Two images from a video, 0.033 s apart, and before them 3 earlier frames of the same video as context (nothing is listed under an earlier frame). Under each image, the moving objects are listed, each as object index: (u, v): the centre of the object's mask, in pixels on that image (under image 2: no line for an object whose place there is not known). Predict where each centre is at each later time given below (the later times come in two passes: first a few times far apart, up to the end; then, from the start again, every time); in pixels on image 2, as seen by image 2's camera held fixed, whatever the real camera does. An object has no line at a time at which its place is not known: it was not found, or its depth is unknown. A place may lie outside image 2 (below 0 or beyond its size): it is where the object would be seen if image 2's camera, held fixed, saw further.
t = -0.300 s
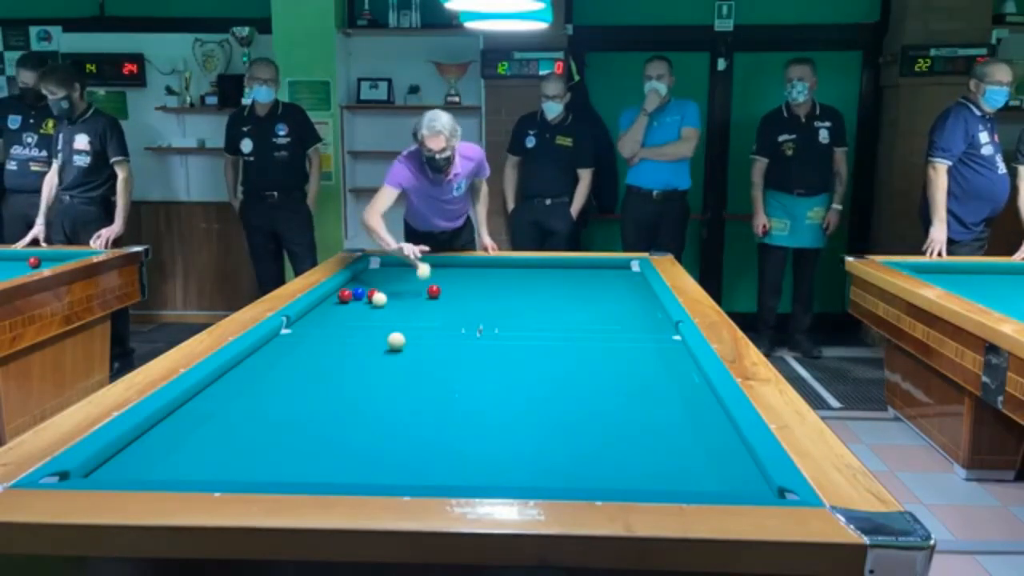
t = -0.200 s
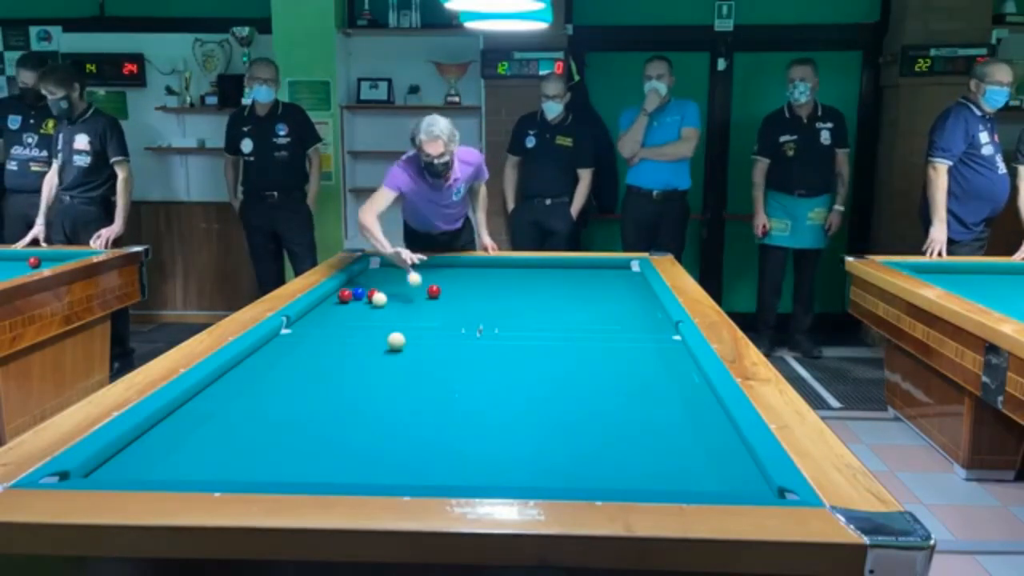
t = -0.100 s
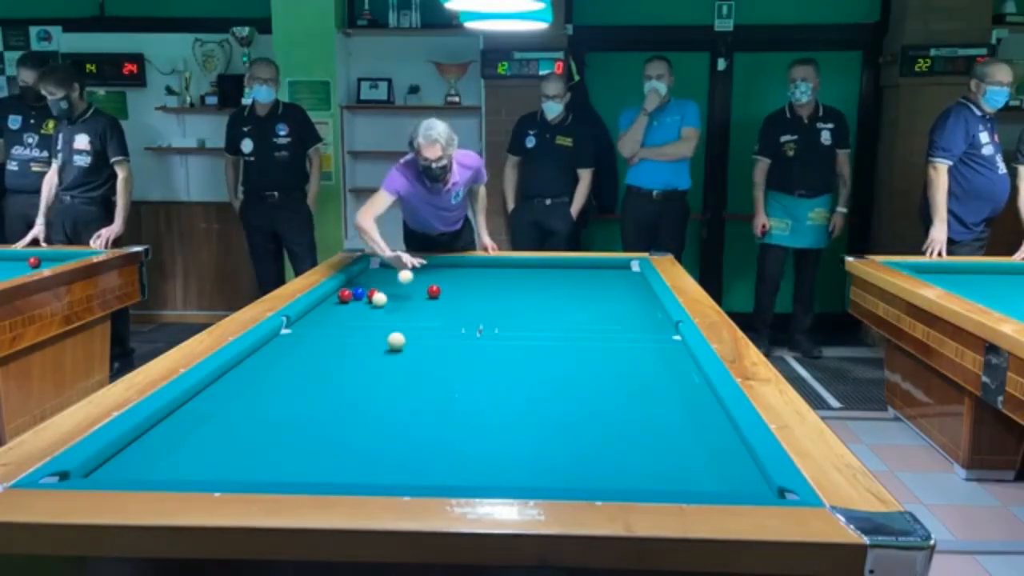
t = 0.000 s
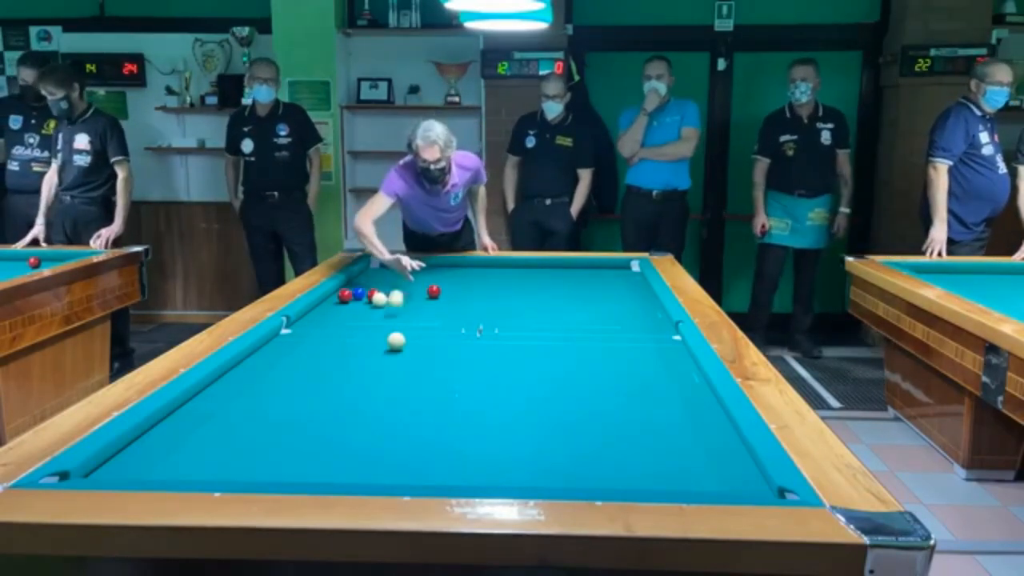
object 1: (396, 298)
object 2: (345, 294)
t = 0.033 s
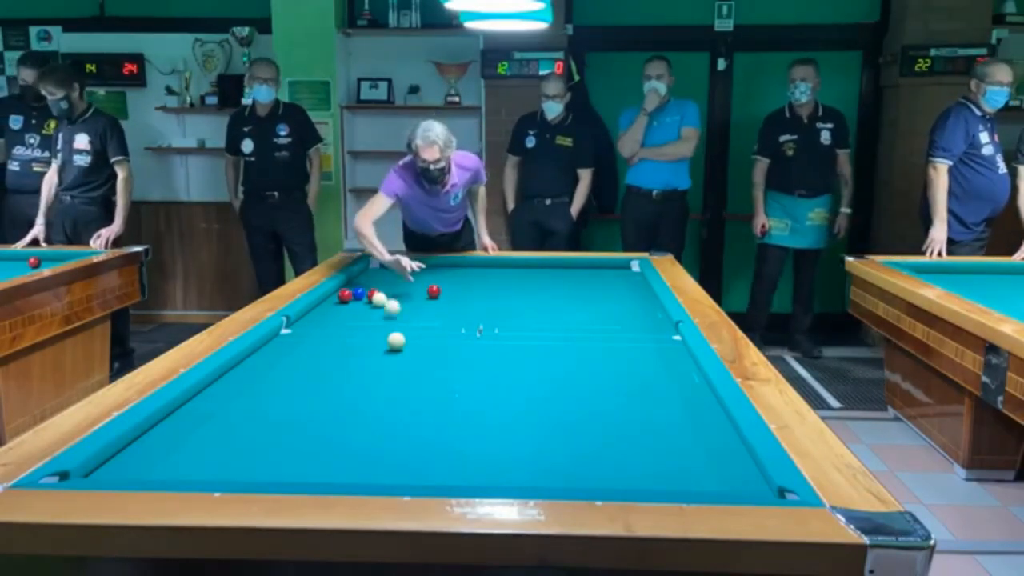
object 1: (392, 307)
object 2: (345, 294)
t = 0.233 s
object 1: (374, 322)
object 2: (345, 294)
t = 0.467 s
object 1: (351, 337)
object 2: (345, 294)
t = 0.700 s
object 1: (322, 361)
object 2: (345, 294)
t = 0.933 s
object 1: (288, 387)
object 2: (345, 294)
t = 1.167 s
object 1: (246, 419)
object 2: (345, 294)
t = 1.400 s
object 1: (195, 458)
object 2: (345, 294)
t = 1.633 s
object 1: (174, 466)
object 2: (345, 294)
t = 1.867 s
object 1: (198, 441)
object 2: (345, 294)
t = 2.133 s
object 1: (219, 416)
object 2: (345, 294)
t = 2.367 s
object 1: (235, 397)
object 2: (345, 294)
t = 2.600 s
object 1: (249, 381)
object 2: (345, 294)
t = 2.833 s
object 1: (261, 367)
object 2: (345, 294)
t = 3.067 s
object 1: (272, 354)
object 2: (345, 294)
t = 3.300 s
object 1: (282, 344)
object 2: (345, 294)
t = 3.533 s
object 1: (290, 334)
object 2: (345, 294)
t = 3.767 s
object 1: (298, 325)
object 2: (345, 294)
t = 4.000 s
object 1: (305, 317)
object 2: (345, 294)
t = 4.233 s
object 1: (313, 310)
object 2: (345, 294)
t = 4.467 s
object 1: (323, 304)
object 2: (345, 294)
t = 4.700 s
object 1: (332, 298)
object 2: (346, 294)
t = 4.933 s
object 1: (334, 296)
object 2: (351, 294)
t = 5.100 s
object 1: (338, 294)
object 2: (354, 293)
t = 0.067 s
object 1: (390, 302)
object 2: (345, 294)
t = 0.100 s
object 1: (387, 300)
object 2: (345, 294)
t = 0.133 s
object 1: (383, 301)
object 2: (345, 294)
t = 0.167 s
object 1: (381, 306)
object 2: (345, 294)
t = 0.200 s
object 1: (377, 312)
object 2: (345, 294)
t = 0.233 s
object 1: (374, 322)
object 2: (345, 294)
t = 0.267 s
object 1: (370, 319)
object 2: (345, 294)
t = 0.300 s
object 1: (368, 319)
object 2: (345, 294)
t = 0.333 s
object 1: (365, 322)
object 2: (345, 294)
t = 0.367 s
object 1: (362, 328)
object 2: (345, 294)
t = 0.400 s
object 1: (358, 334)
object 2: (345, 294)
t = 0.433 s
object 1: (354, 333)
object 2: (345, 294)
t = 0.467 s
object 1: (351, 337)
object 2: (345, 294)
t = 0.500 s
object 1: (347, 342)
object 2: (345, 294)
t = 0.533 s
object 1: (343, 344)
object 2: (345, 294)
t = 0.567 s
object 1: (339, 348)
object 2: (345, 294)
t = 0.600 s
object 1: (335, 351)
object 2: (345, 294)
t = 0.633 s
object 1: (331, 355)
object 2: (345, 294)
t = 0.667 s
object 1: (327, 358)
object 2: (345, 294)
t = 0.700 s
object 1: (322, 361)
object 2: (345, 294)
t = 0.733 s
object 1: (318, 365)
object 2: (345, 294)
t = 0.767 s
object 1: (313, 368)
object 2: (345, 294)
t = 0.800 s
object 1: (309, 372)
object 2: (345, 294)
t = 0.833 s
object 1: (304, 376)
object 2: (345, 294)
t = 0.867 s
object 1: (299, 380)
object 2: (345, 294)
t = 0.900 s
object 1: (294, 383)
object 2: (345, 294)
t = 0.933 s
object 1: (288, 387)
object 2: (345, 294)
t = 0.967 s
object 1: (283, 391)
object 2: (345, 294)
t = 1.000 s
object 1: (277, 396)
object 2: (345, 294)
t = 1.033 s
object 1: (271, 401)
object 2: (345, 294)
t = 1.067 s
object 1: (265, 405)
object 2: (345, 294)
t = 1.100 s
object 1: (260, 409)
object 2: (345, 294)
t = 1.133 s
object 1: (253, 414)
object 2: (345, 294)
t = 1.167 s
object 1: (246, 419)
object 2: (345, 294)
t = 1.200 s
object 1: (240, 424)
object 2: (345, 294)
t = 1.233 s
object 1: (233, 429)
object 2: (345, 294)
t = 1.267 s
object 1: (225, 434)
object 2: (345, 294)
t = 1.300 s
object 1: (218, 440)
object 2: (345, 294)
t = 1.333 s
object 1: (211, 445)
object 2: (345, 294)
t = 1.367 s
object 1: (203, 451)
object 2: (345, 294)
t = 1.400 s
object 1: (195, 458)
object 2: (345, 294)
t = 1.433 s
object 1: (186, 464)
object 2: (345, 294)
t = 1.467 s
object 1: (178, 467)
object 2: (345, 294)
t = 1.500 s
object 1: (170, 472)
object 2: (345, 294)
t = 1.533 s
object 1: (161, 475)
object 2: (345, 294)
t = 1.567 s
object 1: (165, 472)
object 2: (345, 294)
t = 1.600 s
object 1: (169, 469)
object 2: (345, 294)
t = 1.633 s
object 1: (174, 466)
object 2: (345, 294)
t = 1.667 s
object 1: (178, 464)
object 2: (345, 294)
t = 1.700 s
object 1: (181, 459)
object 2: (345, 294)
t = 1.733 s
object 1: (185, 456)
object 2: (345, 294)
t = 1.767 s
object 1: (188, 452)
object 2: (345, 294)
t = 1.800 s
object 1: (192, 448)
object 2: (345, 294)
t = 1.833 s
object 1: (195, 445)
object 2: (345, 294)
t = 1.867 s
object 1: (198, 441)
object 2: (345, 294)
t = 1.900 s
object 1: (201, 437)
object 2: (345, 294)
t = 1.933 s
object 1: (203, 434)
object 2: (345, 294)
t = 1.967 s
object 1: (206, 431)
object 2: (345, 294)
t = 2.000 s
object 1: (209, 428)
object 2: (345, 294)
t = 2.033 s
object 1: (211, 425)
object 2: (345, 294)
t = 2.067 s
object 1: (214, 422)
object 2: (345, 294)
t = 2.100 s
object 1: (217, 419)
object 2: (345, 294)
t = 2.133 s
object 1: (219, 416)
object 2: (345, 294)
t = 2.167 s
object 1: (221, 413)
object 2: (345, 294)
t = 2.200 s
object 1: (224, 410)
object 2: (345, 294)
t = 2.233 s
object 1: (226, 407)
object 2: (345, 294)
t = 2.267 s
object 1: (229, 405)
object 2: (345, 294)
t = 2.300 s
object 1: (231, 402)
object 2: (345, 294)
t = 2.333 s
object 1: (233, 400)
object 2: (345, 294)
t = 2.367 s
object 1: (235, 397)
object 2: (345, 294)
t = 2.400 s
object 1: (237, 395)
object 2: (345, 294)
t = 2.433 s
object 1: (239, 392)
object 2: (345, 294)
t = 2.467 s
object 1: (242, 390)
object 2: (345, 294)
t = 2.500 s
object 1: (243, 388)
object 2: (345, 294)
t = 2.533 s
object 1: (245, 385)
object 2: (345, 294)
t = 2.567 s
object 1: (247, 383)
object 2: (345, 294)
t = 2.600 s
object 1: (249, 381)
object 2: (345, 294)
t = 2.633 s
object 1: (251, 379)
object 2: (345, 294)
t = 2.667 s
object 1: (253, 377)
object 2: (345, 294)
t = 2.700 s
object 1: (254, 375)
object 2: (345, 294)
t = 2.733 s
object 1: (256, 372)
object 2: (345, 294)
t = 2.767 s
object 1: (258, 371)
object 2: (345, 294)
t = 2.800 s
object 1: (259, 369)
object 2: (345, 294)
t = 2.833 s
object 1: (261, 367)
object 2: (345, 294)
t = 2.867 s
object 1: (263, 365)
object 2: (345, 294)
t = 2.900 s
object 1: (264, 363)
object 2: (345, 294)
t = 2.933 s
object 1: (266, 361)
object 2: (345, 294)
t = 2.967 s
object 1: (267, 359)
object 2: (345, 294)
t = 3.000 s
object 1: (269, 358)
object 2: (345, 294)
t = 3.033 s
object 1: (270, 356)
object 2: (345, 294)
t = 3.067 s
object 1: (272, 354)
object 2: (345, 294)
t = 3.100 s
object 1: (273, 353)
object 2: (345, 294)
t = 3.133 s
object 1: (275, 351)
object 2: (345, 294)
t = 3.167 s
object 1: (276, 350)
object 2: (345, 294)
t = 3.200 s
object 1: (278, 348)
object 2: (345, 294)
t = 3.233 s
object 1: (279, 347)
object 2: (345, 294)
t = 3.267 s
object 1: (280, 345)
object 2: (345, 294)
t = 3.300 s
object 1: (282, 344)
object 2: (345, 294)
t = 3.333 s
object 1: (283, 342)
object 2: (345, 294)
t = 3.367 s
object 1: (284, 341)
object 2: (345, 294)
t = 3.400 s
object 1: (286, 339)
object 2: (345, 294)
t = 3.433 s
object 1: (287, 338)
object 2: (345, 294)
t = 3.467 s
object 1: (288, 336)
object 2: (345, 294)
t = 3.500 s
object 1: (289, 335)
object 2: (345, 294)
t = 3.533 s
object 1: (290, 334)
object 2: (345, 294)
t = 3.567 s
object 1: (291, 333)
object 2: (345, 294)
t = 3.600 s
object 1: (292, 331)
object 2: (345, 294)
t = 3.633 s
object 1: (294, 330)
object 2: (345, 294)
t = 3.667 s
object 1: (295, 328)
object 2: (345, 294)
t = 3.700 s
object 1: (296, 327)
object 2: (345, 294)
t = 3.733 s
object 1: (297, 326)
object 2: (345, 294)
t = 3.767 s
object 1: (298, 325)
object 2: (345, 294)
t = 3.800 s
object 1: (299, 324)
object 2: (345, 294)
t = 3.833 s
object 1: (300, 323)
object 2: (345, 294)
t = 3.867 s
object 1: (301, 322)
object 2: (345, 294)
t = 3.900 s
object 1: (302, 321)
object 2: (345, 294)
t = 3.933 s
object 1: (303, 319)
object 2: (345, 294)
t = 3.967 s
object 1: (304, 318)
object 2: (345, 294)
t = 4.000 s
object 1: (305, 317)
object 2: (345, 294)
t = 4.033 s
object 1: (306, 316)
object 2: (345, 294)
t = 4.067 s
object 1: (307, 315)
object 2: (345, 294)
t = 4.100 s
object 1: (308, 314)
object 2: (345, 294)
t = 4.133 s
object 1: (309, 313)
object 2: (345, 294)
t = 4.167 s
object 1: (310, 312)
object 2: (345, 294)
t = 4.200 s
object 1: (311, 311)
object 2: (345, 294)
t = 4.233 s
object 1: (313, 310)
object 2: (345, 294)
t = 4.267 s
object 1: (315, 309)
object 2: (345, 294)
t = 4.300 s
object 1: (316, 308)
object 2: (345, 294)
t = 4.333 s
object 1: (317, 307)
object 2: (345, 294)
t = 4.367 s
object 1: (319, 306)
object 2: (345, 294)
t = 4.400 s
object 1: (320, 305)
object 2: (345, 294)
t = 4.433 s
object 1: (322, 305)
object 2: (345, 294)
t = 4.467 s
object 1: (323, 304)
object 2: (345, 294)
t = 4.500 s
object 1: (325, 303)
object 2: (345, 294)
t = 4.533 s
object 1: (326, 302)
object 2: (345, 294)
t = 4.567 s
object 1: (327, 301)
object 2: (345, 294)
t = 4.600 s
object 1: (328, 301)
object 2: (345, 294)
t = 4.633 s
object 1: (330, 300)
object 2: (345, 294)
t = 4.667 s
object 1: (331, 299)
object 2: (345, 294)
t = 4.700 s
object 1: (332, 298)
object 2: (346, 294)
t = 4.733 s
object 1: (332, 298)
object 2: (346, 294)
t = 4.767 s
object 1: (331, 297)
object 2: (348, 294)
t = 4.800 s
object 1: (331, 297)
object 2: (349, 294)
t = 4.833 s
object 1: (331, 297)
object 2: (349, 294)
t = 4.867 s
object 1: (331, 296)
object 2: (350, 293)
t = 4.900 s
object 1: (333, 296)
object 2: (351, 293)
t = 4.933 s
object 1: (334, 296)
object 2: (351, 294)
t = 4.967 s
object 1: (334, 295)
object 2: (352, 294)
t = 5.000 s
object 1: (335, 295)
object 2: (352, 293)
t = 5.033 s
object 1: (336, 295)
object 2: (353, 293)
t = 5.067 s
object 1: (337, 295)
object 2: (353, 293)
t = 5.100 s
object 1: (338, 294)
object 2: (354, 293)
